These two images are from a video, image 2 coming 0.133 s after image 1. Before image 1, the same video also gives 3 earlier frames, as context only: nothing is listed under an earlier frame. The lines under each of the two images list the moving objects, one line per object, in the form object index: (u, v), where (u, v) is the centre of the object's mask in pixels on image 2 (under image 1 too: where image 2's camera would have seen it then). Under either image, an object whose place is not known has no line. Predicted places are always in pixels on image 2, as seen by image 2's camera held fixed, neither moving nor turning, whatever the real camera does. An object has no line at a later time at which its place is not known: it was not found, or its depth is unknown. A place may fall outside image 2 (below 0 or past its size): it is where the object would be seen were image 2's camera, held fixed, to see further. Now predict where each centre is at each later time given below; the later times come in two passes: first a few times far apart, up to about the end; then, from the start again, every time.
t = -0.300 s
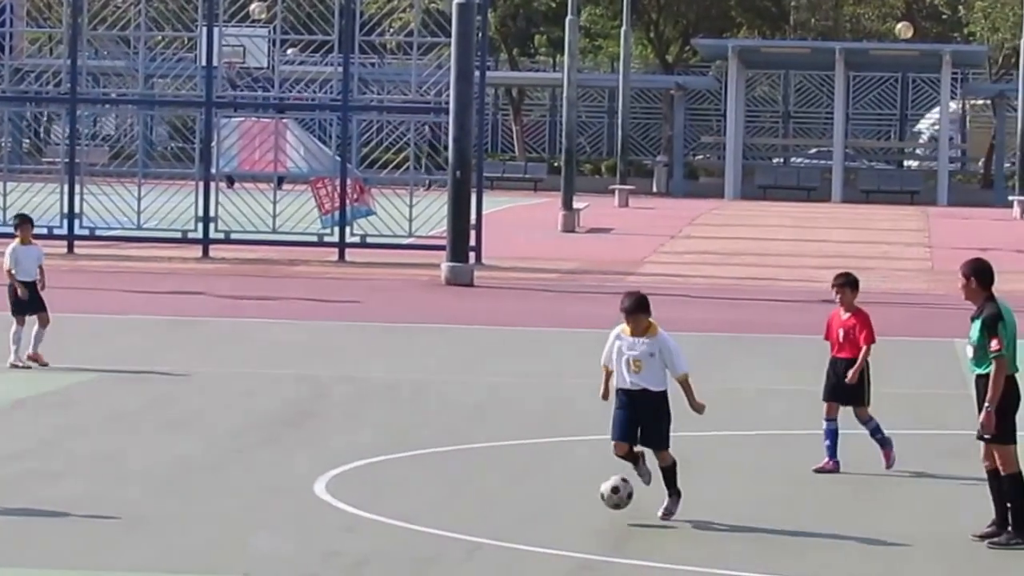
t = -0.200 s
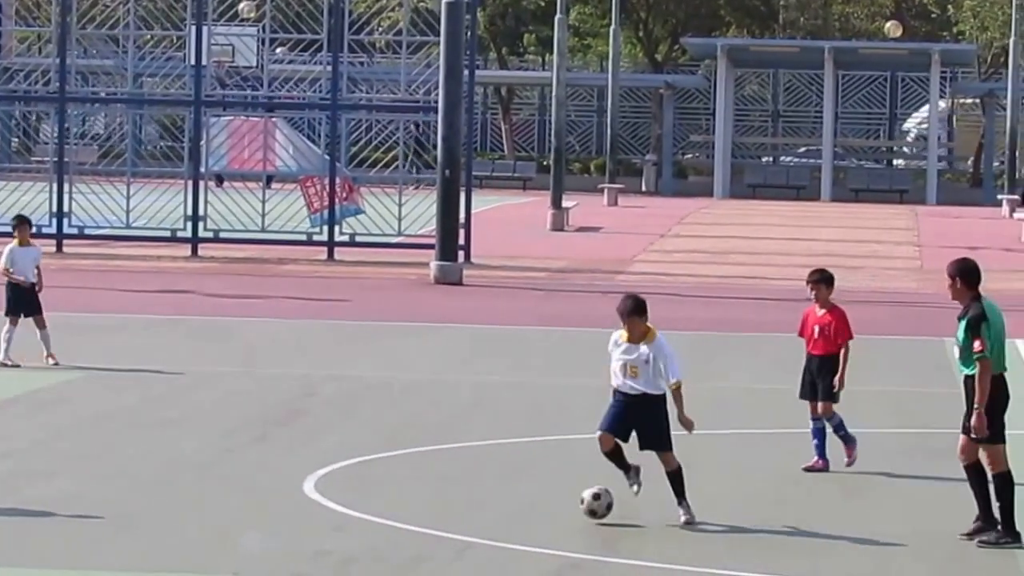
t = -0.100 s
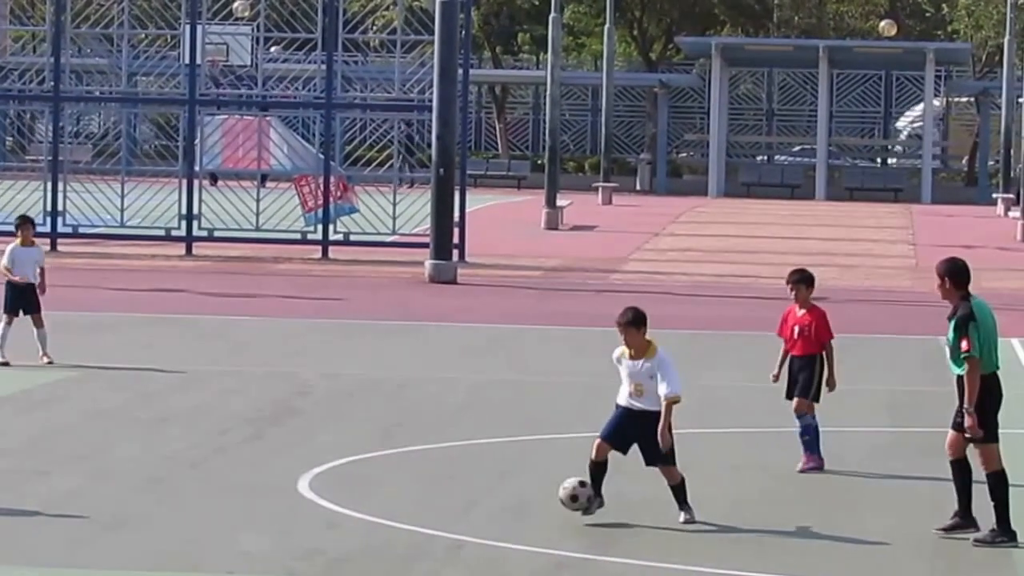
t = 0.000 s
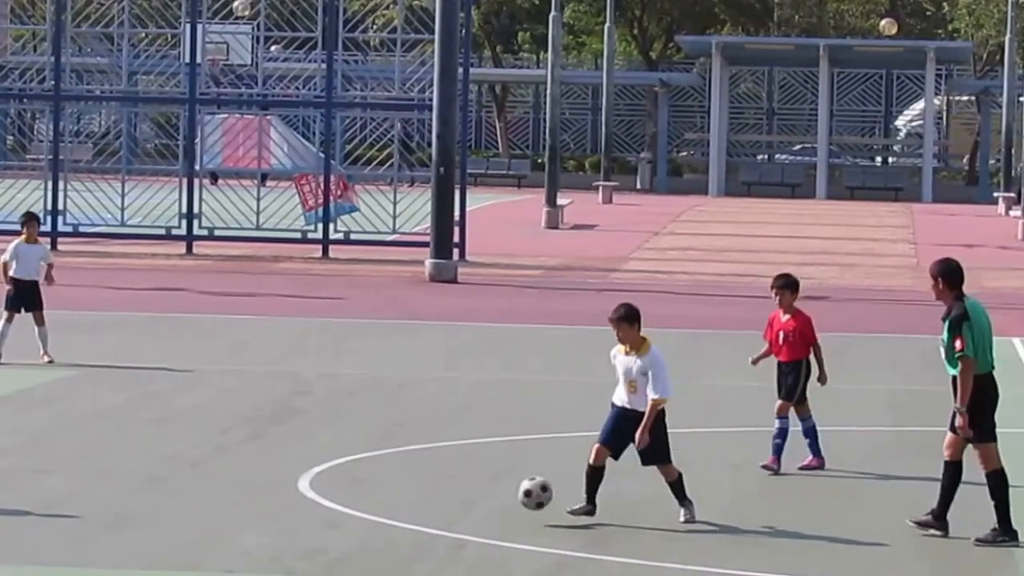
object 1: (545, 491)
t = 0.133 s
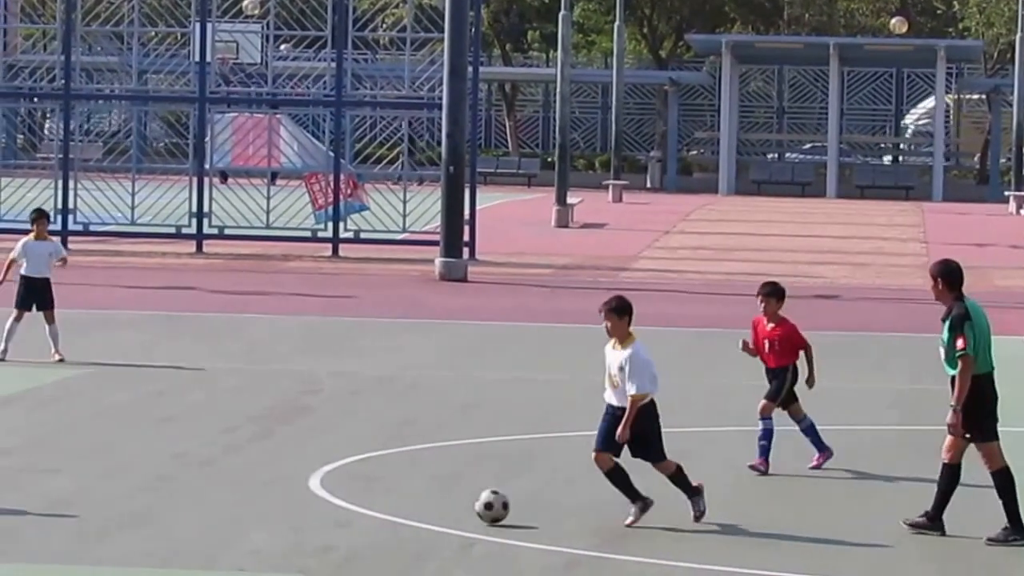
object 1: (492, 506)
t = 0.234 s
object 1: (465, 498)
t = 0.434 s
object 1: (409, 504)
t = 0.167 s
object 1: (483, 502)
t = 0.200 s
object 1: (474, 499)
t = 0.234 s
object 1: (465, 498)
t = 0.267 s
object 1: (455, 500)
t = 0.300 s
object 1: (446, 503)
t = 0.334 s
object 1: (437, 509)
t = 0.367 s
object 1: (428, 507)
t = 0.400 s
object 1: (419, 505)
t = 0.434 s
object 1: (409, 504)
